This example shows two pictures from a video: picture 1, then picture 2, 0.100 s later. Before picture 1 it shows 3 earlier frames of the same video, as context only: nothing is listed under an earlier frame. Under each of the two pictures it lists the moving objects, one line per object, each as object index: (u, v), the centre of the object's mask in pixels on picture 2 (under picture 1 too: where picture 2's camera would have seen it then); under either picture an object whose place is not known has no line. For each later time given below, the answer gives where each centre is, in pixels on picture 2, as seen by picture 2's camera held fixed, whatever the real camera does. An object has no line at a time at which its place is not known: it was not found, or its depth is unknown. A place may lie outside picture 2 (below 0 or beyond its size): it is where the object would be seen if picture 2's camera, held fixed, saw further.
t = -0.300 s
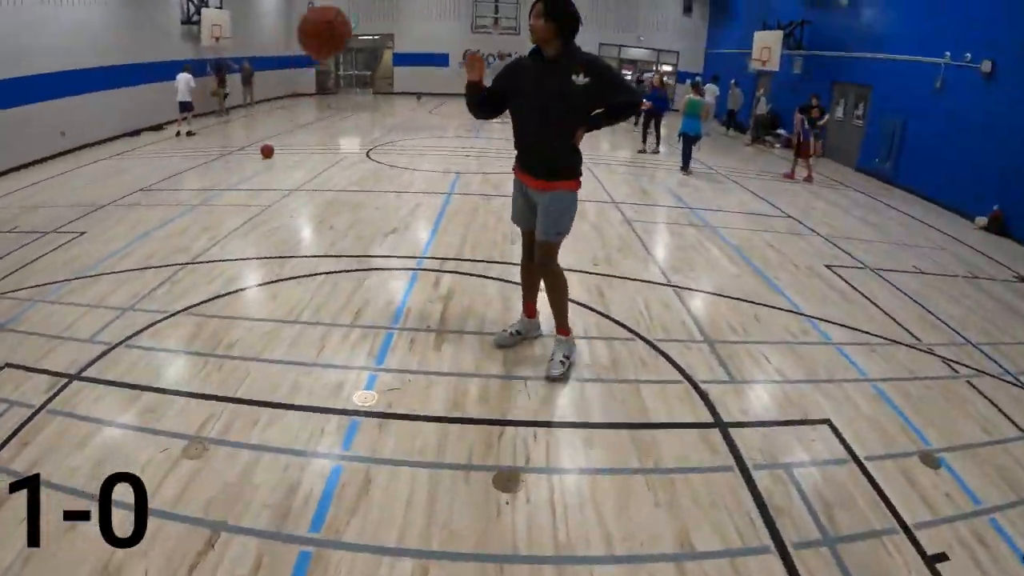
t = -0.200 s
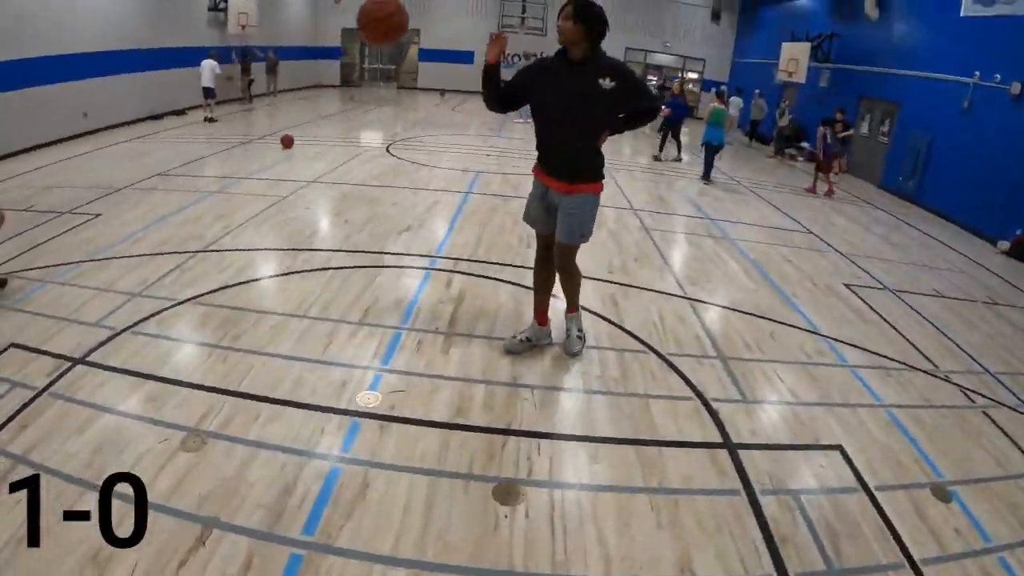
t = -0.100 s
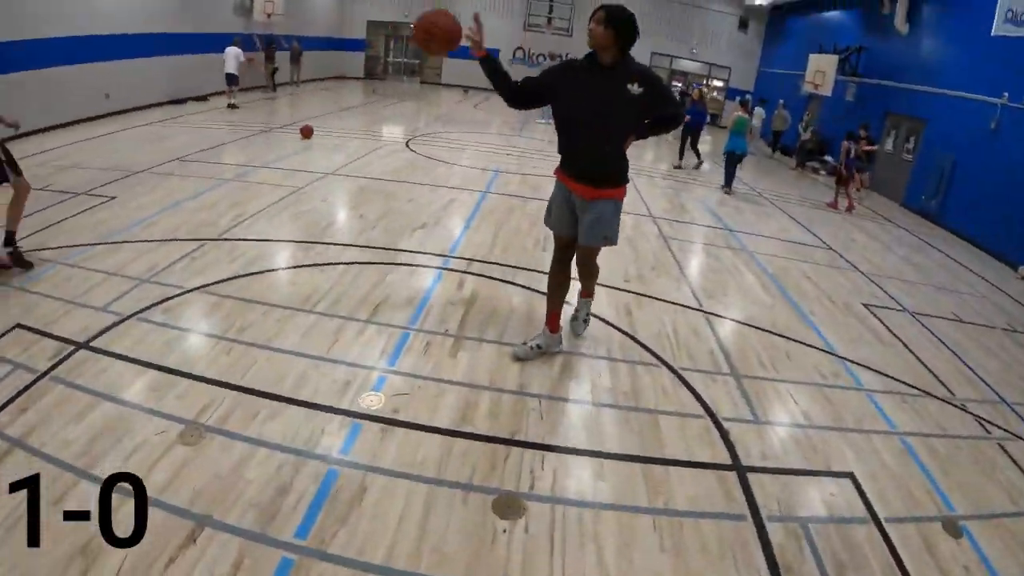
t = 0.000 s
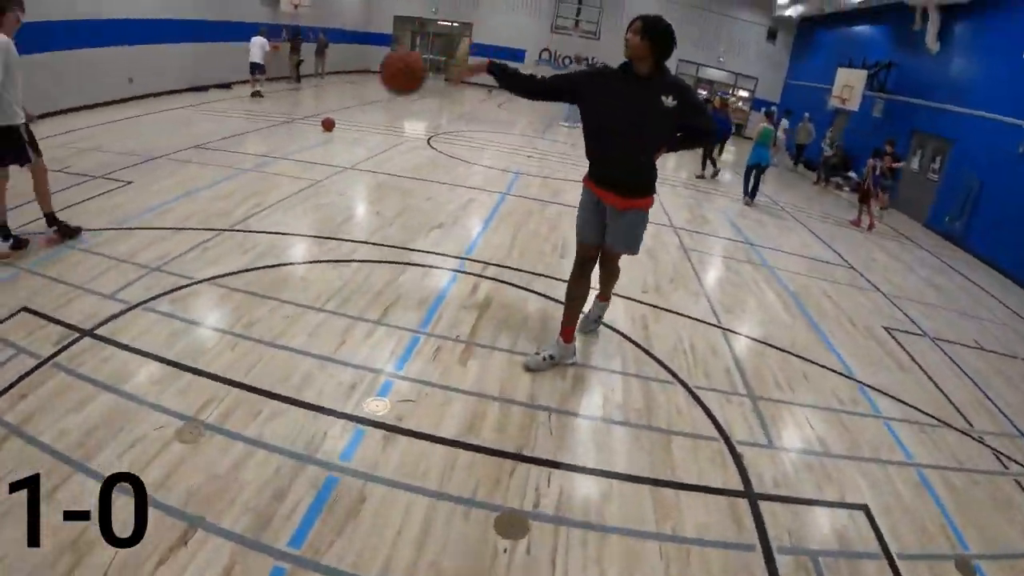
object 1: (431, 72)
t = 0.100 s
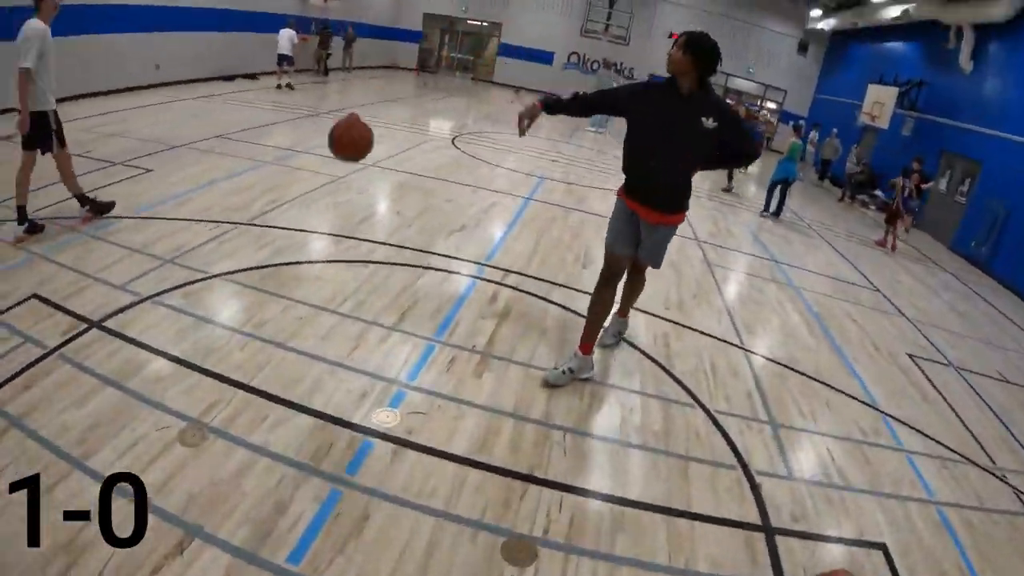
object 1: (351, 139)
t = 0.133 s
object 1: (328, 165)
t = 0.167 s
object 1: (307, 190)
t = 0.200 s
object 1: (288, 216)
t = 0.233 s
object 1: (272, 241)
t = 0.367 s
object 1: (233, 203)
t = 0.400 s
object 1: (226, 181)
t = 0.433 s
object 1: (219, 160)
